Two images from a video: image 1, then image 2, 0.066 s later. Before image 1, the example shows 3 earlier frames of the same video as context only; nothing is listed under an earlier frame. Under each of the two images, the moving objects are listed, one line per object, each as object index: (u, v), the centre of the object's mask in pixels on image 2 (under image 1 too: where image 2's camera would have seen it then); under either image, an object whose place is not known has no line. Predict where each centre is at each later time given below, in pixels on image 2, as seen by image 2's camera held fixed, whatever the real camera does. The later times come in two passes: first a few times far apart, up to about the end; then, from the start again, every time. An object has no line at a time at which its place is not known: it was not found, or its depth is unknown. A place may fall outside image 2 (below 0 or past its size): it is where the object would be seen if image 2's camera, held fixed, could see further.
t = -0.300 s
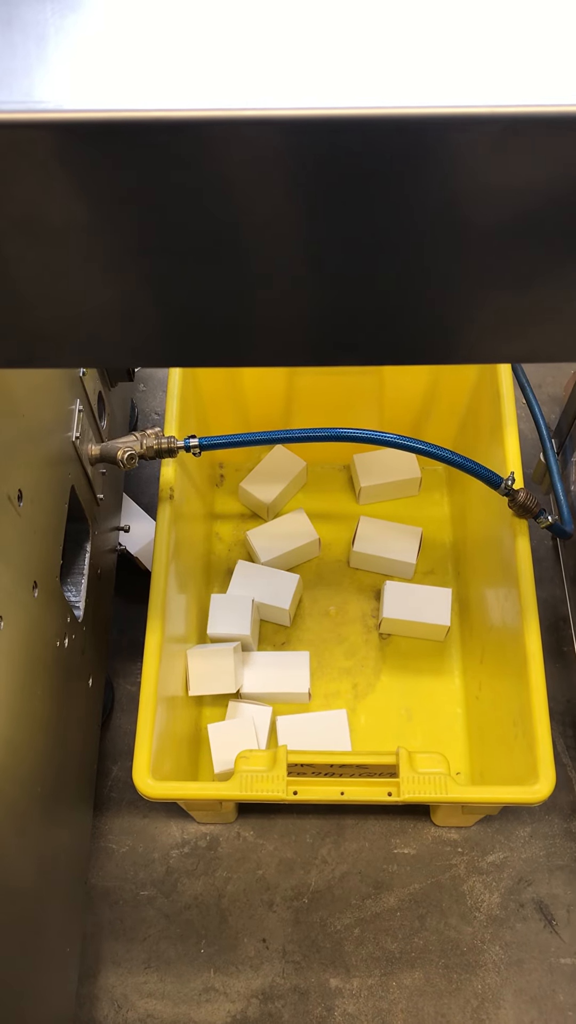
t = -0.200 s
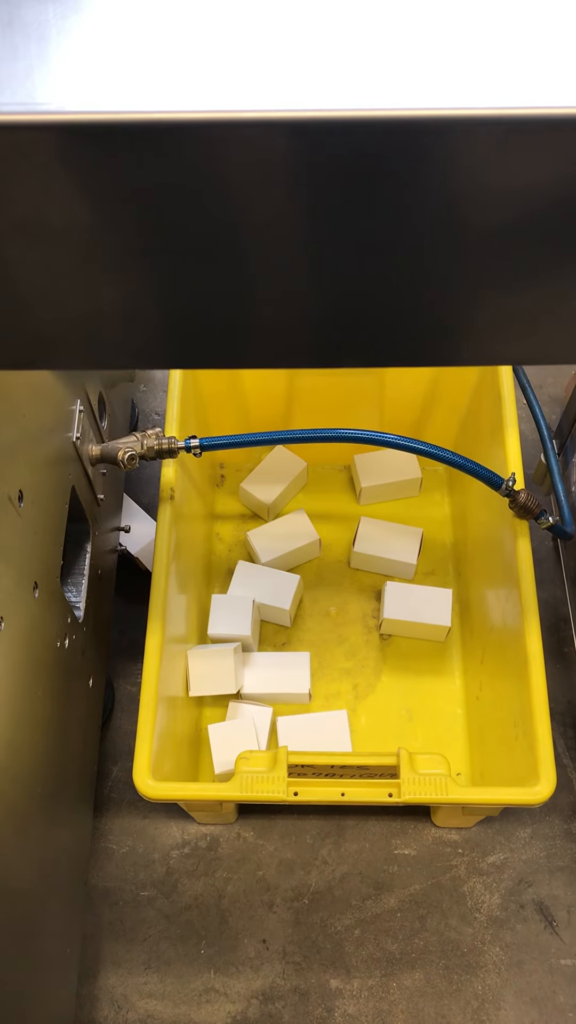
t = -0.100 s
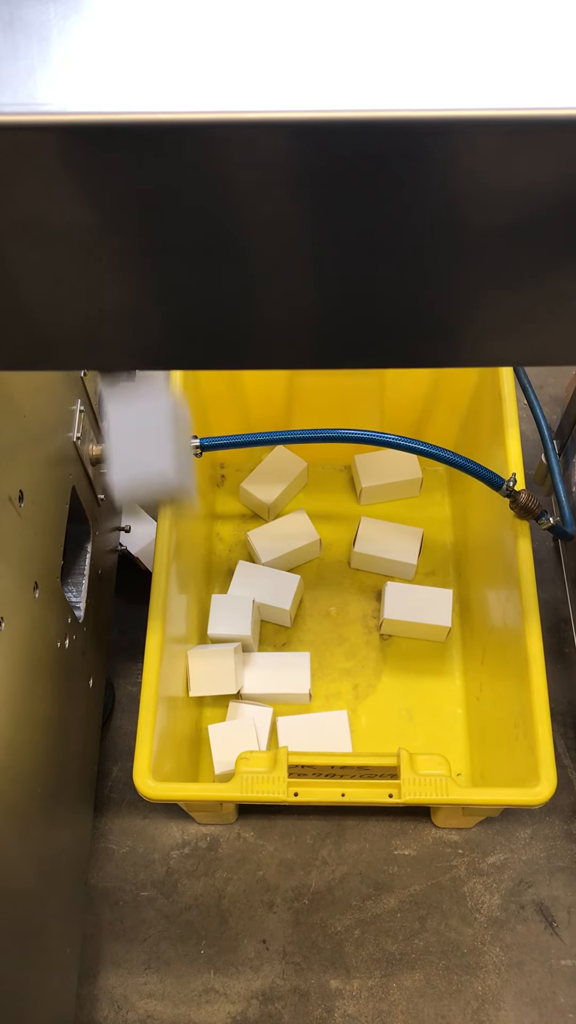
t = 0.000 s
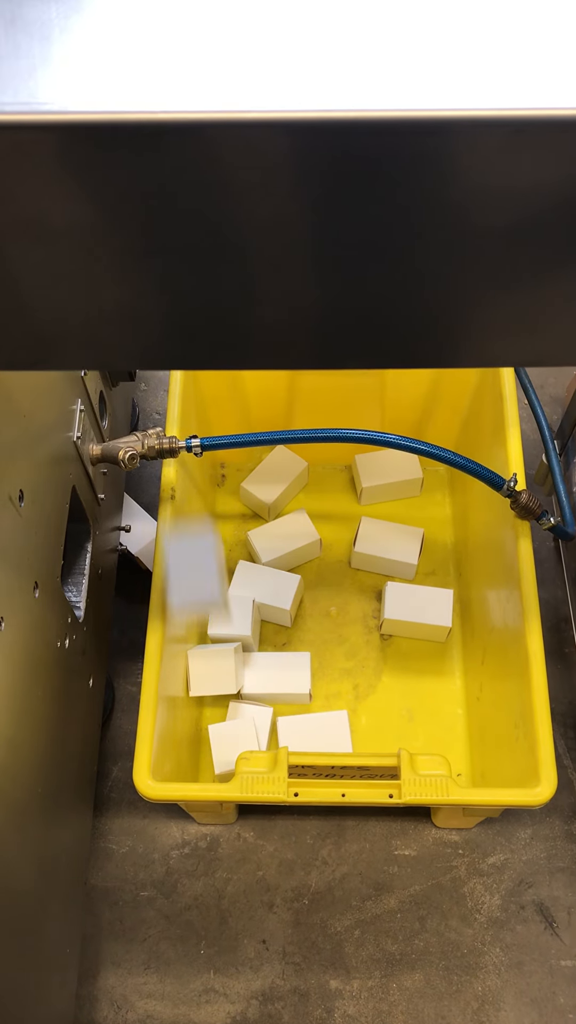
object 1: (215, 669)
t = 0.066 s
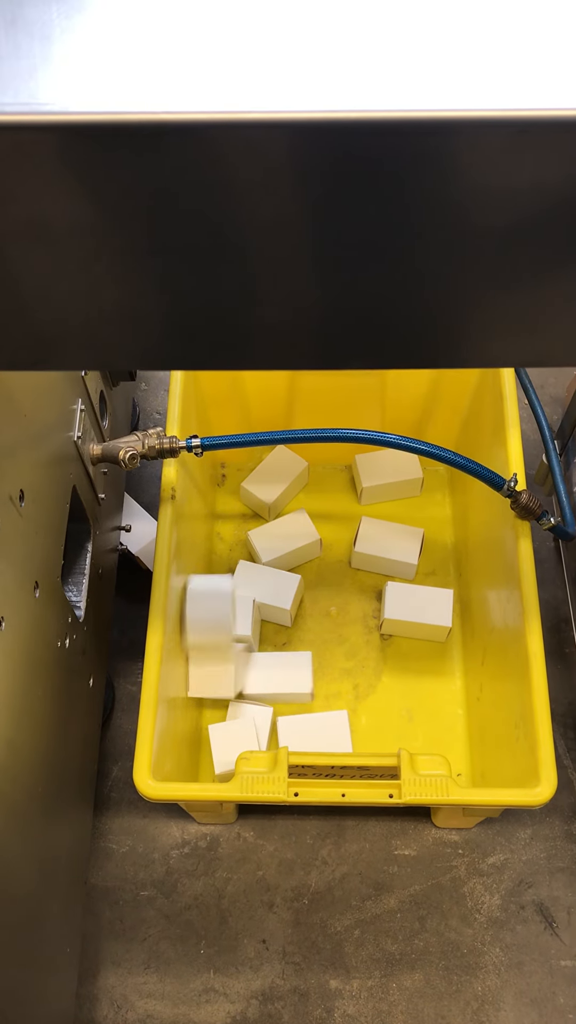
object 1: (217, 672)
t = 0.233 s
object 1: (227, 677)
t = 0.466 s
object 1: (221, 672)
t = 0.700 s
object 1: (222, 668)
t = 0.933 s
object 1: (223, 667)
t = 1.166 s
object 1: (223, 667)
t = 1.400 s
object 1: (223, 667)
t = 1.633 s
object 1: (223, 667)
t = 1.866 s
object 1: (223, 668)
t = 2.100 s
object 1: (223, 668)
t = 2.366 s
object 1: (223, 668)
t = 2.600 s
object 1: (223, 668)
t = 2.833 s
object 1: (223, 668)
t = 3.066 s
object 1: (223, 668)
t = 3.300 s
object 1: (223, 668)
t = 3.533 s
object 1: (223, 668)
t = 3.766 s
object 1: (233, 667)
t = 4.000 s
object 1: (233, 668)
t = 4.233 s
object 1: (233, 668)
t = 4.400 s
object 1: (233, 668)
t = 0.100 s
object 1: (222, 672)
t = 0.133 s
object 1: (226, 674)
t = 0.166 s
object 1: (227, 676)
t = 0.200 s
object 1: (227, 676)
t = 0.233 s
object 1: (227, 677)
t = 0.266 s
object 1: (227, 676)
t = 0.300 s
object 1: (226, 677)
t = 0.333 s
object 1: (224, 677)
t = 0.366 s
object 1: (223, 677)
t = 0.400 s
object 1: (222, 676)
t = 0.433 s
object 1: (221, 673)
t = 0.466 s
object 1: (221, 672)
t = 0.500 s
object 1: (221, 671)
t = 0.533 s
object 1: (221, 670)
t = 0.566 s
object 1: (221, 669)
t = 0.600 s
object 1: (221, 669)
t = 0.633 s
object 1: (221, 668)
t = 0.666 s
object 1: (222, 668)
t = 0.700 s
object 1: (222, 668)
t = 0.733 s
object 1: (223, 668)
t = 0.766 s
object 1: (223, 667)
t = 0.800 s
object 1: (224, 667)
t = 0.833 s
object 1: (224, 667)
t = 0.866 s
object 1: (223, 667)
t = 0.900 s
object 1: (224, 667)
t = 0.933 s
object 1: (223, 667)
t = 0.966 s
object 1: (223, 667)
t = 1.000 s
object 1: (223, 667)
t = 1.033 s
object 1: (223, 667)
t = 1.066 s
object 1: (223, 667)
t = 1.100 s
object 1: (223, 667)
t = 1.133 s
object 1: (223, 667)
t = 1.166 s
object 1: (223, 667)
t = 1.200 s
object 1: (223, 667)
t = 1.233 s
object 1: (223, 667)
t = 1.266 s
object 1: (223, 667)
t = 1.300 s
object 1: (223, 667)
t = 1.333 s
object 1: (223, 667)
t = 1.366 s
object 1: (223, 667)
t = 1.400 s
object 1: (223, 667)
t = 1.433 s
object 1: (223, 667)
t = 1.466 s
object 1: (223, 667)
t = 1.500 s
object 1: (223, 667)
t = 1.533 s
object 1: (223, 667)
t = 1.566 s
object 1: (223, 667)
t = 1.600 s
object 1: (223, 667)
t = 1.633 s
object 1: (223, 667)
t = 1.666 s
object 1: (223, 668)
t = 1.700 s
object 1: (223, 667)
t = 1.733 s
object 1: (223, 668)
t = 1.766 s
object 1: (223, 668)
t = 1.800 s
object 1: (223, 668)
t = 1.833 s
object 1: (223, 668)
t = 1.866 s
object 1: (223, 668)
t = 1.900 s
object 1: (223, 668)
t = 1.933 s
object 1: (223, 667)
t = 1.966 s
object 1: (223, 667)
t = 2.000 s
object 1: (223, 667)
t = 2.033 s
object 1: (223, 667)
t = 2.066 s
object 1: (223, 668)
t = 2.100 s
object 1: (223, 668)
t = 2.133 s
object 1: (223, 668)
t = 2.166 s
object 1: (223, 667)
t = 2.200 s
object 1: (223, 668)
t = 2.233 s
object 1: (223, 667)
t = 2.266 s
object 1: (223, 668)
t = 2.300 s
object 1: (223, 668)
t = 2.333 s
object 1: (223, 668)
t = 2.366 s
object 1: (223, 668)
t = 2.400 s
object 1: (223, 668)
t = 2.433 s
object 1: (223, 668)
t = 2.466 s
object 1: (223, 668)
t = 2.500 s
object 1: (223, 668)
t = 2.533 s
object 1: (223, 668)
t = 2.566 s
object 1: (223, 668)
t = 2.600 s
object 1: (223, 668)
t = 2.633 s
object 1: (223, 668)
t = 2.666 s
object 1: (223, 668)
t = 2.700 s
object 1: (223, 668)
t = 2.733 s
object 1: (223, 668)
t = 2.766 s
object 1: (223, 668)
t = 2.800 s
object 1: (223, 668)
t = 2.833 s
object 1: (223, 668)
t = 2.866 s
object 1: (223, 668)
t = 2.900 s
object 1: (223, 668)
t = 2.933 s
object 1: (223, 668)
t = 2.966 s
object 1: (223, 668)
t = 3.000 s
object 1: (223, 668)
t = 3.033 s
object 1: (223, 668)
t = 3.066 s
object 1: (223, 668)
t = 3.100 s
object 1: (223, 668)
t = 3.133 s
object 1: (223, 668)
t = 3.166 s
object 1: (223, 668)
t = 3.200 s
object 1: (223, 668)
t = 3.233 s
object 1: (223, 668)
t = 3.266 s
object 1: (223, 668)
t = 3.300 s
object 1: (223, 668)
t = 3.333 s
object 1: (223, 668)
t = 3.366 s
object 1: (223, 668)
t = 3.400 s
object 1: (223, 668)
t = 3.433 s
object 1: (223, 668)
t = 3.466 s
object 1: (223, 668)
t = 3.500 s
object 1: (223, 668)
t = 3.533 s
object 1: (223, 668)
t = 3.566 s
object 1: (223, 668)
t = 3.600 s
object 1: (223, 668)
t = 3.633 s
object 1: (223, 671)
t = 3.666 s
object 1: (224, 670)
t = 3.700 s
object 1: (228, 665)
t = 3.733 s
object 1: (233, 666)
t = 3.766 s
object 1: (233, 667)
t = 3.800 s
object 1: (233, 671)
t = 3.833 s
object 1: (232, 672)
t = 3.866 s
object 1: (233, 671)
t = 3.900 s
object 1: (234, 669)
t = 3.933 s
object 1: (233, 668)
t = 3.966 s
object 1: (233, 668)
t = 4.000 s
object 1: (233, 668)
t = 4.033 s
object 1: (233, 668)
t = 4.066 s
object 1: (233, 668)
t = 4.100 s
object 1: (233, 668)
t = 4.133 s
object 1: (233, 668)
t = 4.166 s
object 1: (233, 668)
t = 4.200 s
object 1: (233, 668)
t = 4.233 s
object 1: (233, 668)
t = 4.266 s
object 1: (233, 668)
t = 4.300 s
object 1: (233, 668)
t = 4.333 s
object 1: (233, 668)
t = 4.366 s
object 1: (233, 668)
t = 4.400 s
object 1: (233, 668)
